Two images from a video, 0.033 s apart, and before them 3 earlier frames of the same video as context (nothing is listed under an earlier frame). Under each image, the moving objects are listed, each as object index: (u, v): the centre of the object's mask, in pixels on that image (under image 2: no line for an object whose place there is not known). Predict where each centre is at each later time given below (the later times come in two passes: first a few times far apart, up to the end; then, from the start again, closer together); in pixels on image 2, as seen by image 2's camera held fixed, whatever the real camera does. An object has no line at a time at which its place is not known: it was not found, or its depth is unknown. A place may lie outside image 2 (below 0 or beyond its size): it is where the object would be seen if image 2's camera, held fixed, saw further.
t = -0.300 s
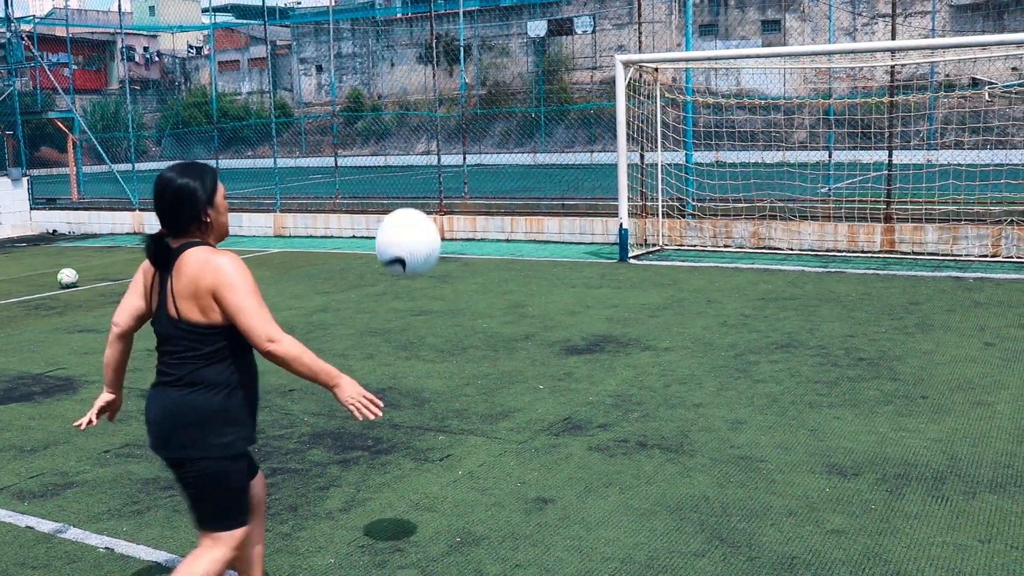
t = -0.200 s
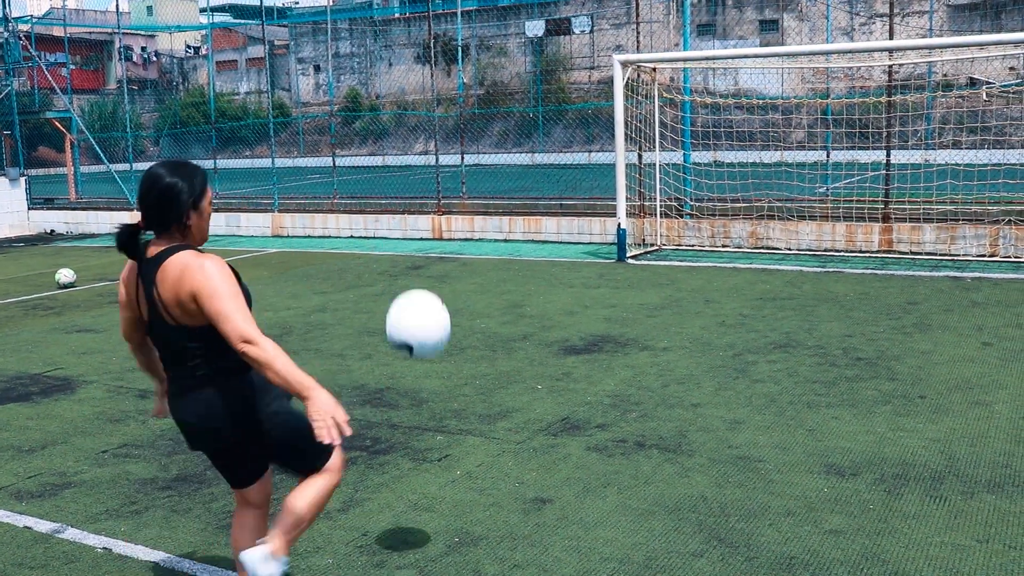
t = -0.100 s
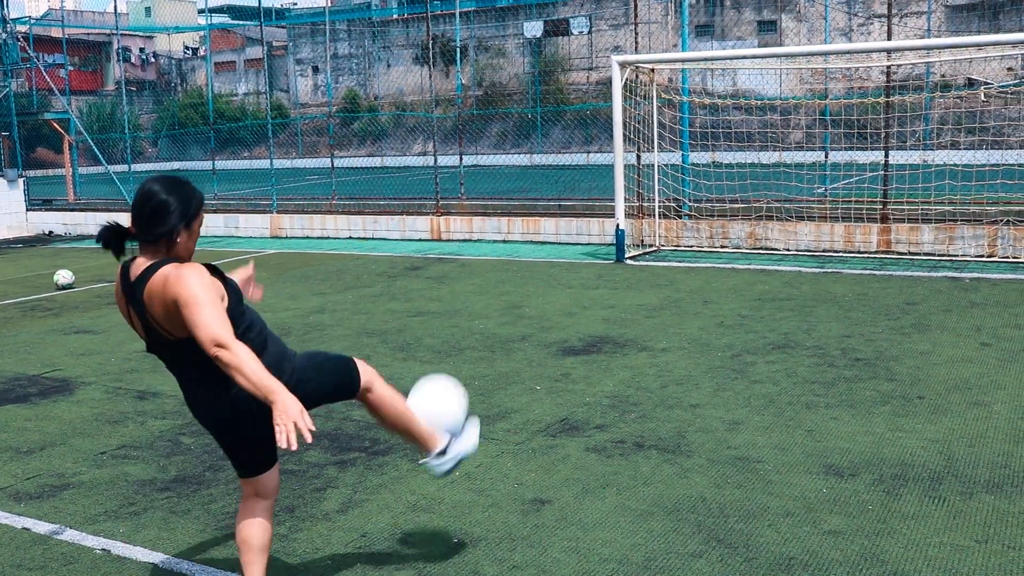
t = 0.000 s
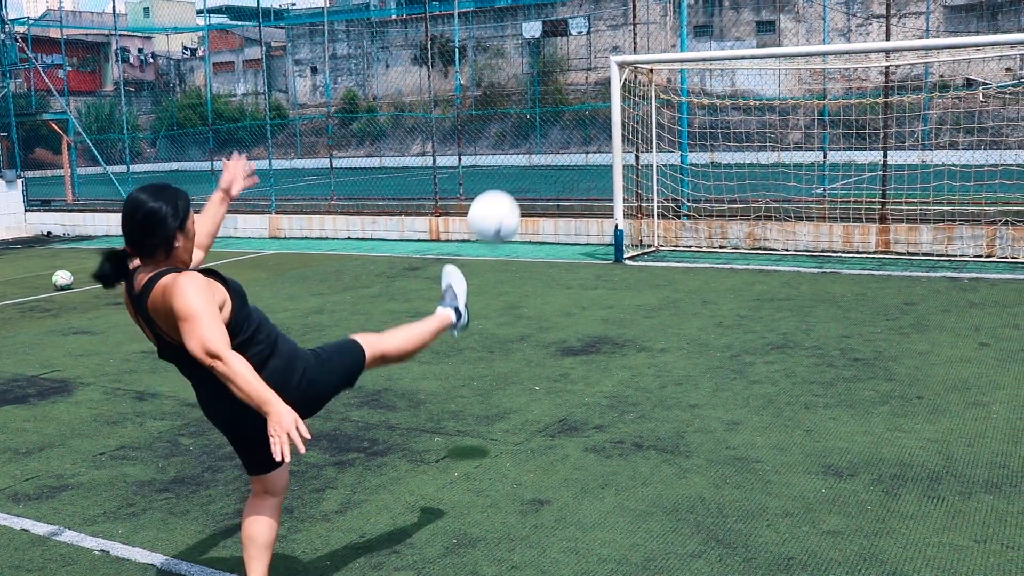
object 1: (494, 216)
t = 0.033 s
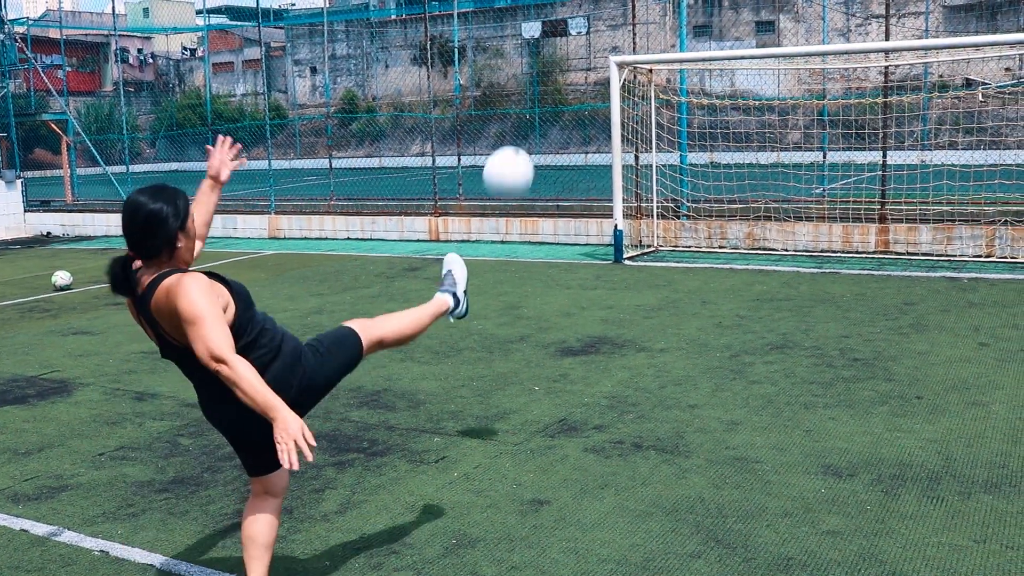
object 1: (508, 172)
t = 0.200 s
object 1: (567, 33)
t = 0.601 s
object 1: (639, 3)
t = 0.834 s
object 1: (660, 69)
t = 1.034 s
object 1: (672, 145)
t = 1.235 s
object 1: (671, 160)
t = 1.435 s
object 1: (678, 199)
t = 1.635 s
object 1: (679, 240)
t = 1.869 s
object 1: (661, 254)
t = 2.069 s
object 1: (648, 263)
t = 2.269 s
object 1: (633, 271)
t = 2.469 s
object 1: (617, 281)
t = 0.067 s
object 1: (522, 133)
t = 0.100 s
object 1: (536, 101)
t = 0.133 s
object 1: (547, 74)
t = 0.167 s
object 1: (557, 52)
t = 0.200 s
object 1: (567, 33)
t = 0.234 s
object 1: (576, 18)
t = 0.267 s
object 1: (586, 6)
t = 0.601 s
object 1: (639, 3)
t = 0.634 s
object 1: (642, 11)
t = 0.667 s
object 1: (646, 19)
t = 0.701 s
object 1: (649, 27)
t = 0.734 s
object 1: (652, 37)
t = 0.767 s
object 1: (655, 47)
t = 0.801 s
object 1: (657, 59)
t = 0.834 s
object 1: (660, 69)
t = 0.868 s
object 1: (662, 82)
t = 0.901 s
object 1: (664, 94)
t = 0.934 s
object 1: (666, 106)
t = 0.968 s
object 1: (669, 121)
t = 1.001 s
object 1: (670, 135)
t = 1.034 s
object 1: (672, 145)
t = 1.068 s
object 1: (671, 150)
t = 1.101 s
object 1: (671, 151)
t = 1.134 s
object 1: (670, 151)
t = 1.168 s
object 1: (670, 154)
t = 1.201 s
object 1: (670, 156)
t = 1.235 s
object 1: (671, 160)
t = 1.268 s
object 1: (671, 163)
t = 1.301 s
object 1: (672, 169)
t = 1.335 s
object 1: (674, 175)
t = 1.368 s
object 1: (675, 182)
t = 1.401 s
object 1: (677, 190)
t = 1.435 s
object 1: (678, 199)
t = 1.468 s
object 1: (679, 209)
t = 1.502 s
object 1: (681, 218)
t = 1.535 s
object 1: (682, 230)
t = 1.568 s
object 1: (683, 243)
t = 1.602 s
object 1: (681, 242)
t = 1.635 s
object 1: (679, 240)
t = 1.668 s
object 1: (676, 239)
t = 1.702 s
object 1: (673, 240)
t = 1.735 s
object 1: (671, 241)
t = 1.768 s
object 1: (669, 243)
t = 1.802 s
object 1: (665, 246)
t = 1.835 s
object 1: (663, 250)
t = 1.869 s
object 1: (661, 254)
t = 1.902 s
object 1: (659, 254)
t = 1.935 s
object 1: (656, 253)
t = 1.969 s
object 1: (654, 254)
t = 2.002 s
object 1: (651, 256)
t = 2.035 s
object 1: (650, 259)
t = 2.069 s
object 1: (648, 263)
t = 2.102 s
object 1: (645, 264)
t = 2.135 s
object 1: (643, 264)
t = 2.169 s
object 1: (641, 265)
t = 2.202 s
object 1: (638, 267)
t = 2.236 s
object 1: (636, 270)
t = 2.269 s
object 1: (633, 271)
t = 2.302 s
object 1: (631, 272)
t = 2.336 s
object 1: (628, 273)
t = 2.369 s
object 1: (625, 276)
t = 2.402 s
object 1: (623, 277)
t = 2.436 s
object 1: (620, 279)
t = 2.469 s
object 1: (617, 281)
